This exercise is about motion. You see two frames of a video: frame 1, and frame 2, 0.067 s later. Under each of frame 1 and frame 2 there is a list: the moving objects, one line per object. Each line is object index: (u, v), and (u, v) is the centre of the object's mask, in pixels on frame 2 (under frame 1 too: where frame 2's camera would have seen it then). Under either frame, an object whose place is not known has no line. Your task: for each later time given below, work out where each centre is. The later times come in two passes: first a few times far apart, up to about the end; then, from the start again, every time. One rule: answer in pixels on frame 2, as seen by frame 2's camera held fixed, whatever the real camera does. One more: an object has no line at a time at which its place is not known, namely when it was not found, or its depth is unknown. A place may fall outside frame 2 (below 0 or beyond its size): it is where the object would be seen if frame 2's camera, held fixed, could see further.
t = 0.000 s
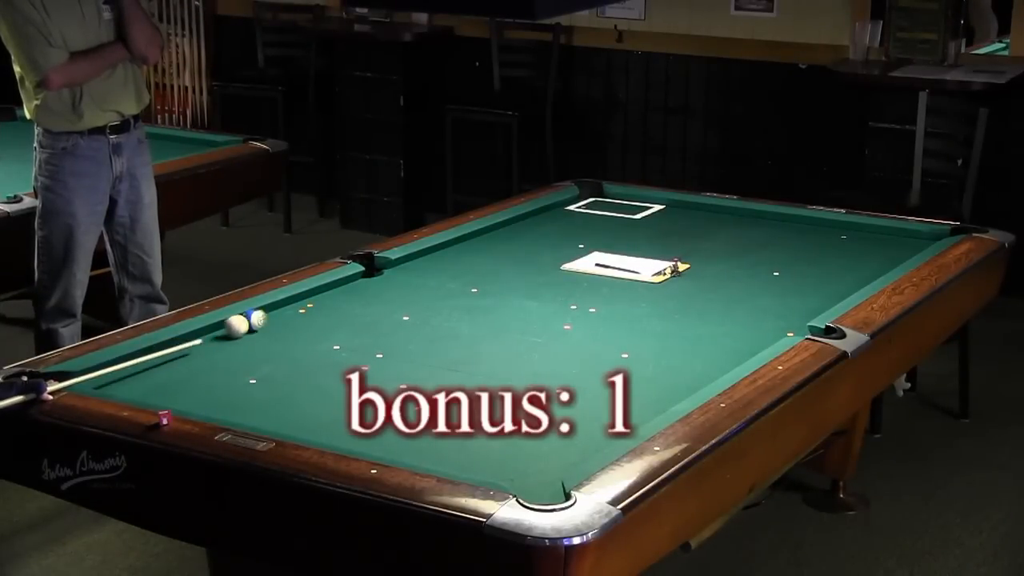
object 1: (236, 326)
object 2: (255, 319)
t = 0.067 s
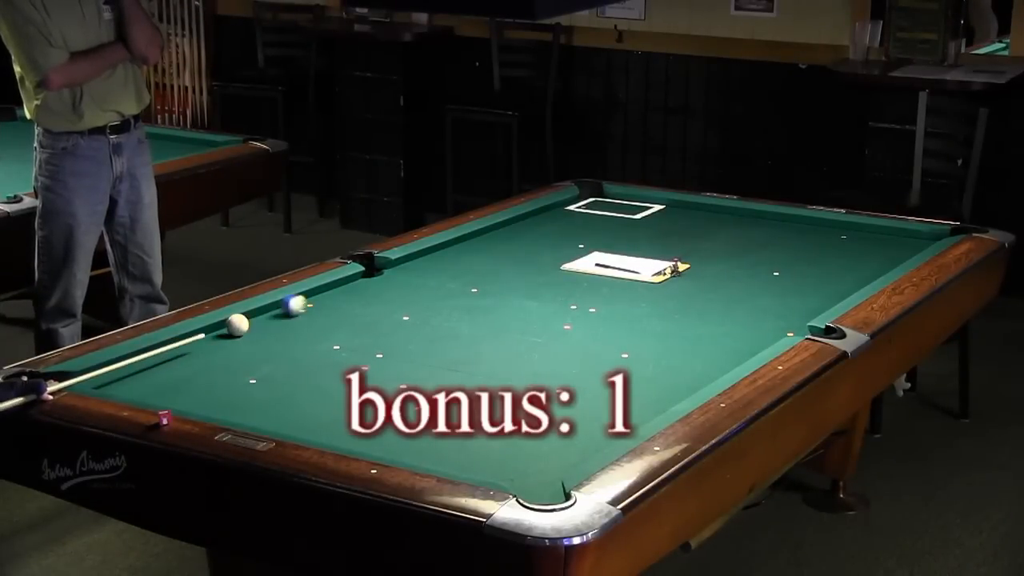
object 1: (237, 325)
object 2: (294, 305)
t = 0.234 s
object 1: (253, 316)
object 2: (372, 276)
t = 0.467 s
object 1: (292, 303)
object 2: (452, 246)
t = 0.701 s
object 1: (328, 293)
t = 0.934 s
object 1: (361, 283)
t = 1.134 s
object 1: (388, 275)
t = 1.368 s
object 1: (415, 266)
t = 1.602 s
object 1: (441, 259)
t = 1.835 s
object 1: (464, 251)
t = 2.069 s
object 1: (485, 245)
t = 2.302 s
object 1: (505, 239)
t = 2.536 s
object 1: (522, 233)
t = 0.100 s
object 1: (238, 324)
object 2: (311, 298)
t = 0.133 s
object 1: (241, 323)
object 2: (329, 292)
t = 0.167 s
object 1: (244, 321)
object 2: (344, 286)
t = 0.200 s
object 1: (248, 319)
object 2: (359, 280)
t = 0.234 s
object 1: (253, 316)
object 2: (372, 276)
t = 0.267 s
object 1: (258, 314)
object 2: (384, 271)
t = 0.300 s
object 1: (263, 312)
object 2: (396, 266)
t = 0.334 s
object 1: (269, 310)
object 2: (408, 262)
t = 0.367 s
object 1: (275, 308)
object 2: (419, 258)
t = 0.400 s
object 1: (280, 307)
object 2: (431, 254)
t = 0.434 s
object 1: (286, 305)
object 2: (441, 250)
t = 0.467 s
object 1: (292, 303)
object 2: (452, 246)
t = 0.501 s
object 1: (297, 302)
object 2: (463, 242)
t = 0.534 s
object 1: (302, 300)
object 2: (472, 238)
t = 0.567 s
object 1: (307, 299)
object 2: (482, 234)
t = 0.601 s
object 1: (313, 297)
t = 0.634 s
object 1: (318, 296)
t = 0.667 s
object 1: (323, 294)
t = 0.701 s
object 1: (328, 293)
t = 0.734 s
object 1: (333, 291)
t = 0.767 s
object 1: (338, 290)
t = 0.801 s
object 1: (343, 288)
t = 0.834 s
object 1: (347, 287)
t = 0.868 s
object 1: (352, 285)
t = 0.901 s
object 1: (357, 284)
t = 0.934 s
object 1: (361, 283)
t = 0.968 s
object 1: (366, 281)
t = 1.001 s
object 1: (370, 280)
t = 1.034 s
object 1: (375, 279)
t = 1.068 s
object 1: (379, 277)
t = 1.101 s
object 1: (383, 276)
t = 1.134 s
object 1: (388, 275)
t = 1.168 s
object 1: (391, 273)
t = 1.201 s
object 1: (395, 272)
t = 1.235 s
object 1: (400, 271)
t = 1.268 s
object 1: (404, 270)
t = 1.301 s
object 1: (408, 269)
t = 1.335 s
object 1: (412, 268)
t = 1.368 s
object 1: (415, 266)
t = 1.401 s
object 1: (419, 265)
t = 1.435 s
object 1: (423, 264)
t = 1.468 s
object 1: (427, 263)
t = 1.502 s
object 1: (430, 262)
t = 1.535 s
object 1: (434, 261)
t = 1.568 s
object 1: (437, 260)
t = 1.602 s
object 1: (441, 259)
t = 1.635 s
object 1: (444, 258)
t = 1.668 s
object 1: (448, 256)
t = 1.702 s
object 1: (451, 255)
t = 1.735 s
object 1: (454, 254)
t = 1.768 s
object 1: (458, 253)
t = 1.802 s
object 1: (461, 252)
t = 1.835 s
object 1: (464, 251)
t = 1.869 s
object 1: (467, 250)
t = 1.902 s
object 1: (470, 249)
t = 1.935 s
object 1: (473, 249)
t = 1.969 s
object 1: (476, 248)
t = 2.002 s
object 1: (479, 247)
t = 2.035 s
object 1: (482, 246)
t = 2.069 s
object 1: (485, 245)
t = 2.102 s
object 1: (488, 244)
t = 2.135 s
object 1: (491, 243)
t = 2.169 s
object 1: (494, 242)
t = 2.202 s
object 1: (497, 241)
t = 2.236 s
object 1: (499, 240)
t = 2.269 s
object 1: (502, 240)
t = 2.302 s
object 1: (505, 239)
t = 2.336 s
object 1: (508, 238)
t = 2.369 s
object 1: (510, 237)
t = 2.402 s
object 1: (513, 236)
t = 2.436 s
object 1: (515, 235)
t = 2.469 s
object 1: (518, 235)
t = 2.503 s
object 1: (520, 234)
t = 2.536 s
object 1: (522, 233)
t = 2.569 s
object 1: (525, 233)
